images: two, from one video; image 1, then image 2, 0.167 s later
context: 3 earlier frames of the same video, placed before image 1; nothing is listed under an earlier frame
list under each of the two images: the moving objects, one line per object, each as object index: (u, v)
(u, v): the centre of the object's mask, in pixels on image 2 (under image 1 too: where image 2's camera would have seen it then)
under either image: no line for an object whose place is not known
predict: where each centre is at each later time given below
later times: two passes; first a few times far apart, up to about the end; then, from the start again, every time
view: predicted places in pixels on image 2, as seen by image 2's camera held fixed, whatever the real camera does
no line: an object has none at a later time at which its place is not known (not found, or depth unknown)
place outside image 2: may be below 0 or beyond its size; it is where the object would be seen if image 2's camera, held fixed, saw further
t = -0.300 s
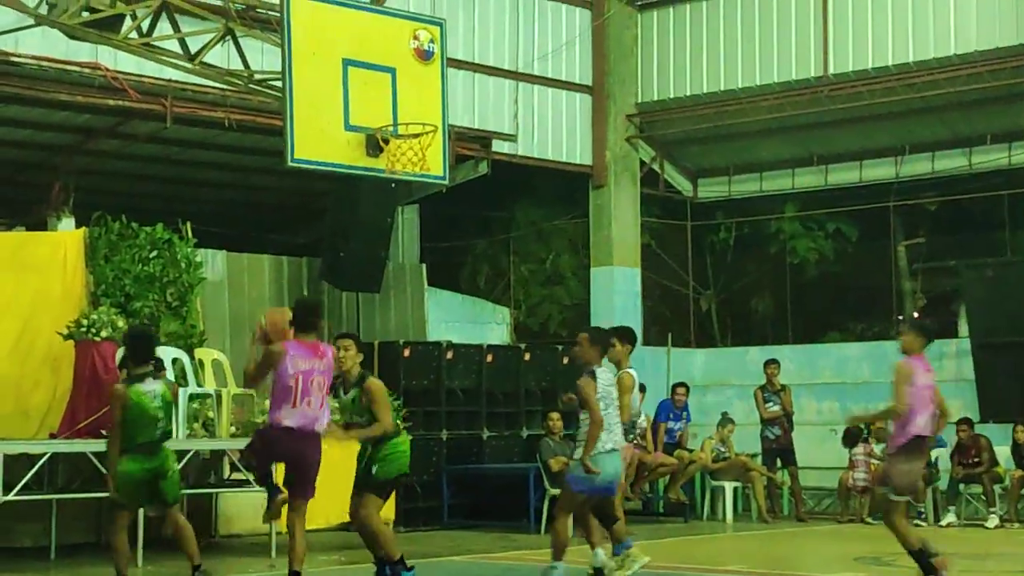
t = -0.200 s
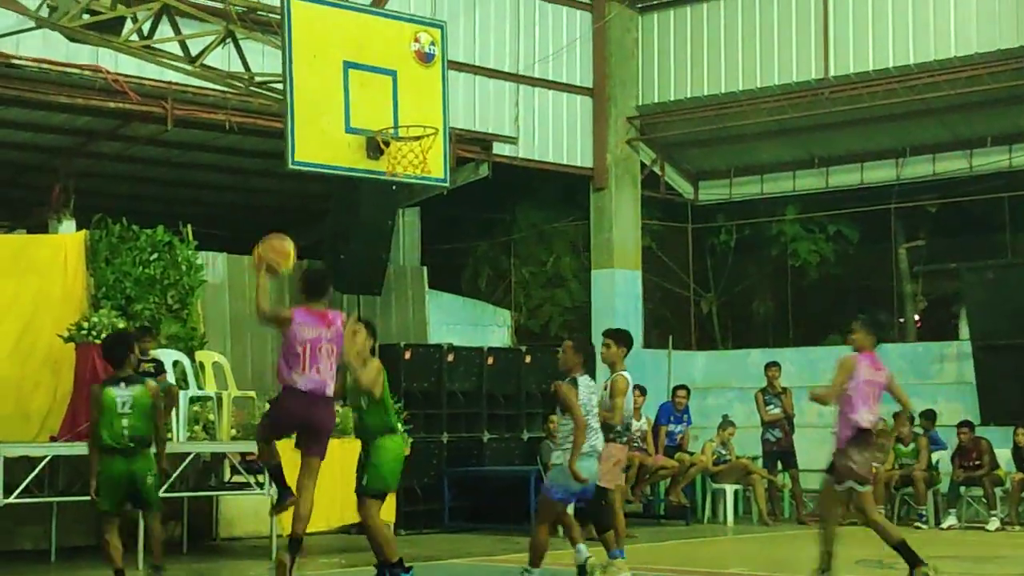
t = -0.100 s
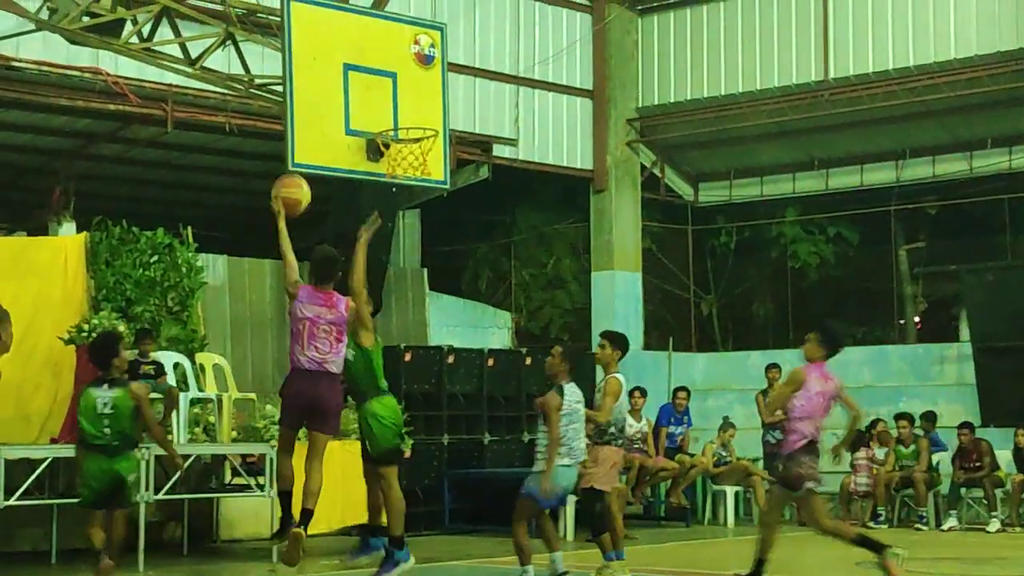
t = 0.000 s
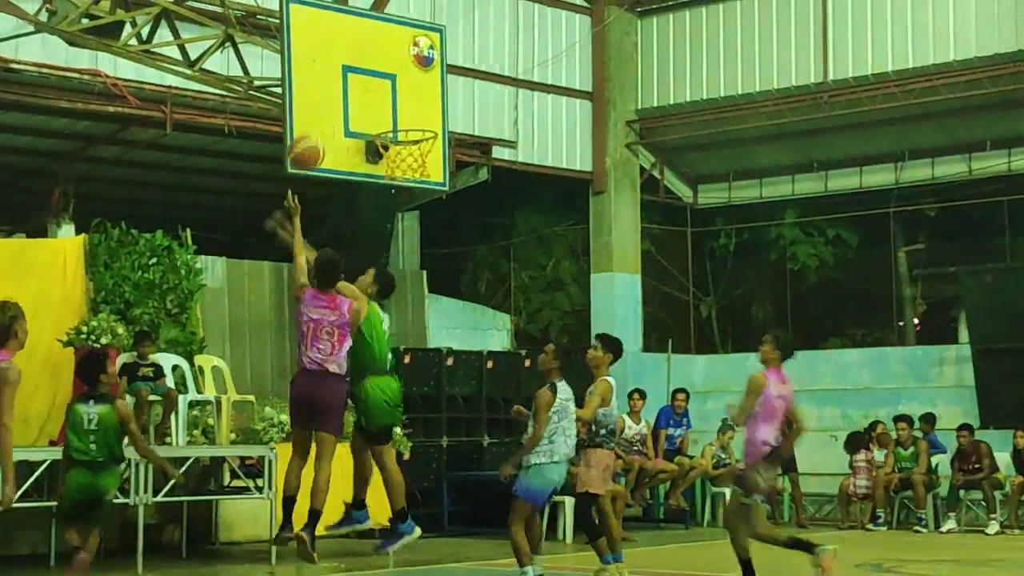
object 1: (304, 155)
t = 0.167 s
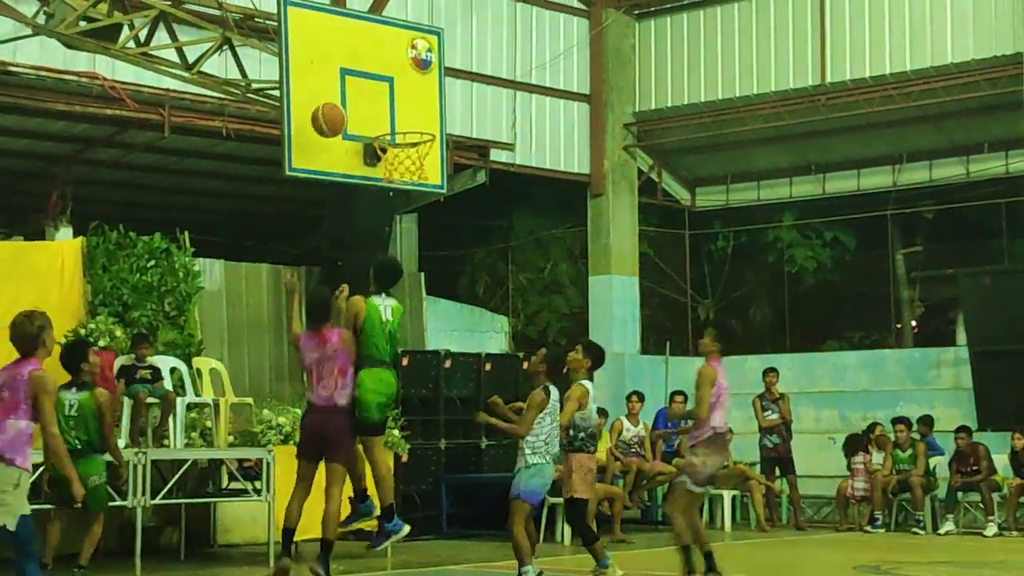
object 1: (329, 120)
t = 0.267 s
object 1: (342, 119)
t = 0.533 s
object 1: (395, 120)
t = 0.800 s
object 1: (404, 186)
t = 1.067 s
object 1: (399, 297)
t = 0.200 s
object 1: (333, 118)
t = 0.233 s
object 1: (338, 118)
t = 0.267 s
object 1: (342, 119)
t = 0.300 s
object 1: (350, 120)
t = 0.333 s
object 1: (360, 119)
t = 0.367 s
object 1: (370, 121)
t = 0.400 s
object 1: (376, 118)
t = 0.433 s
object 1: (381, 116)
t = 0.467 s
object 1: (386, 116)
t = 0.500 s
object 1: (391, 117)
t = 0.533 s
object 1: (395, 120)
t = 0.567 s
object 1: (400, 125)
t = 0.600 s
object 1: (406, 131)
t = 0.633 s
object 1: (409, 137)
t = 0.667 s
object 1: (408, 143)
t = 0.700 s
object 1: (405, 150)
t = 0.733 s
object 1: (405, 159)
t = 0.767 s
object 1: (405, 167)
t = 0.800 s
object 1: (404, 186)
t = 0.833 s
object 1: (402, 189)
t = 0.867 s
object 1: (401, 199)
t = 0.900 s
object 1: (401, 211)
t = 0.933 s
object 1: (401, 225)
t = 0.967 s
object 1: (400, 241)
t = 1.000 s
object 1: (399, 259)
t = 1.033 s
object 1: (399, 278)
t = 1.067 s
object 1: (399, 297)
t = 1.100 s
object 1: (397, 319)
